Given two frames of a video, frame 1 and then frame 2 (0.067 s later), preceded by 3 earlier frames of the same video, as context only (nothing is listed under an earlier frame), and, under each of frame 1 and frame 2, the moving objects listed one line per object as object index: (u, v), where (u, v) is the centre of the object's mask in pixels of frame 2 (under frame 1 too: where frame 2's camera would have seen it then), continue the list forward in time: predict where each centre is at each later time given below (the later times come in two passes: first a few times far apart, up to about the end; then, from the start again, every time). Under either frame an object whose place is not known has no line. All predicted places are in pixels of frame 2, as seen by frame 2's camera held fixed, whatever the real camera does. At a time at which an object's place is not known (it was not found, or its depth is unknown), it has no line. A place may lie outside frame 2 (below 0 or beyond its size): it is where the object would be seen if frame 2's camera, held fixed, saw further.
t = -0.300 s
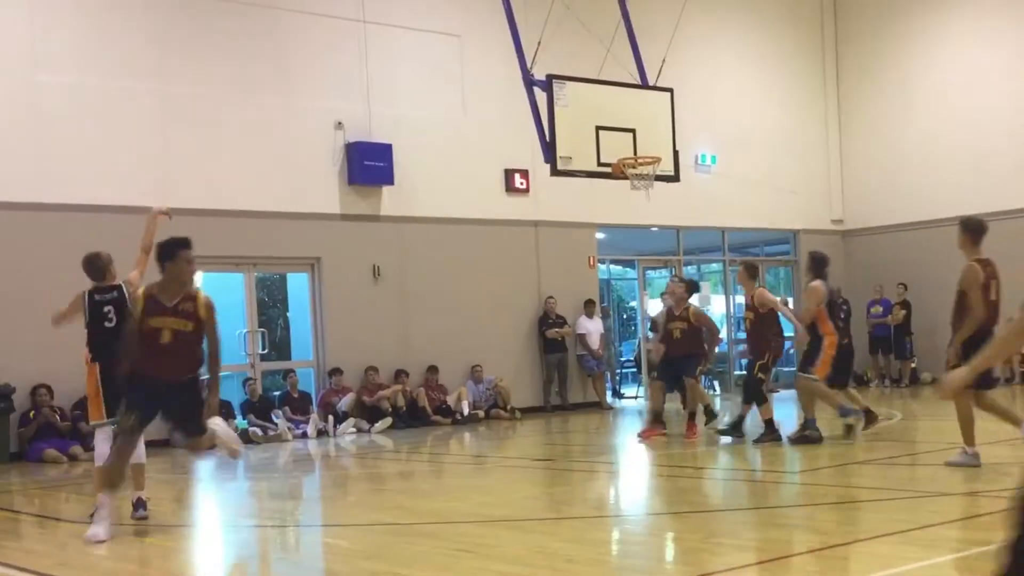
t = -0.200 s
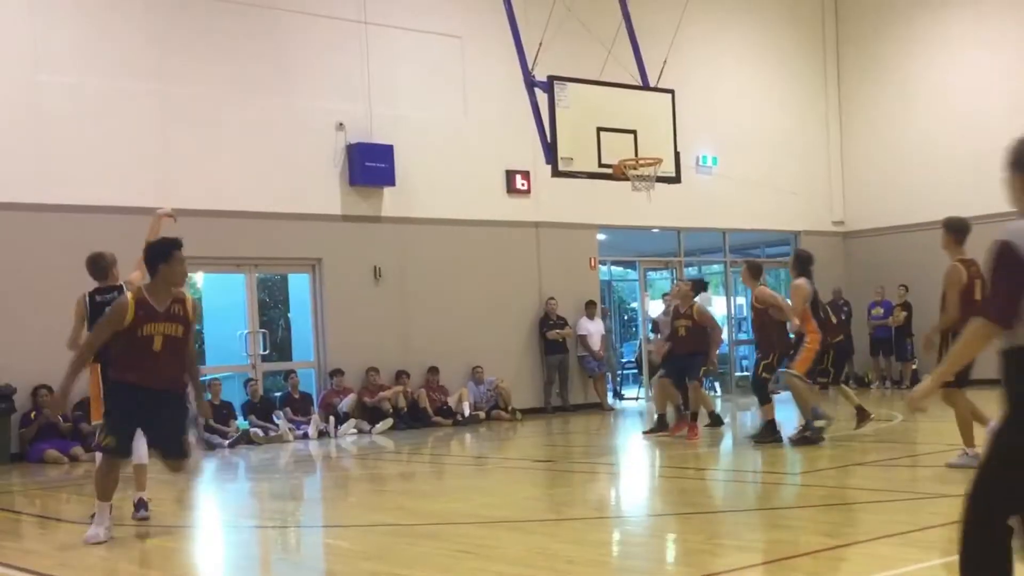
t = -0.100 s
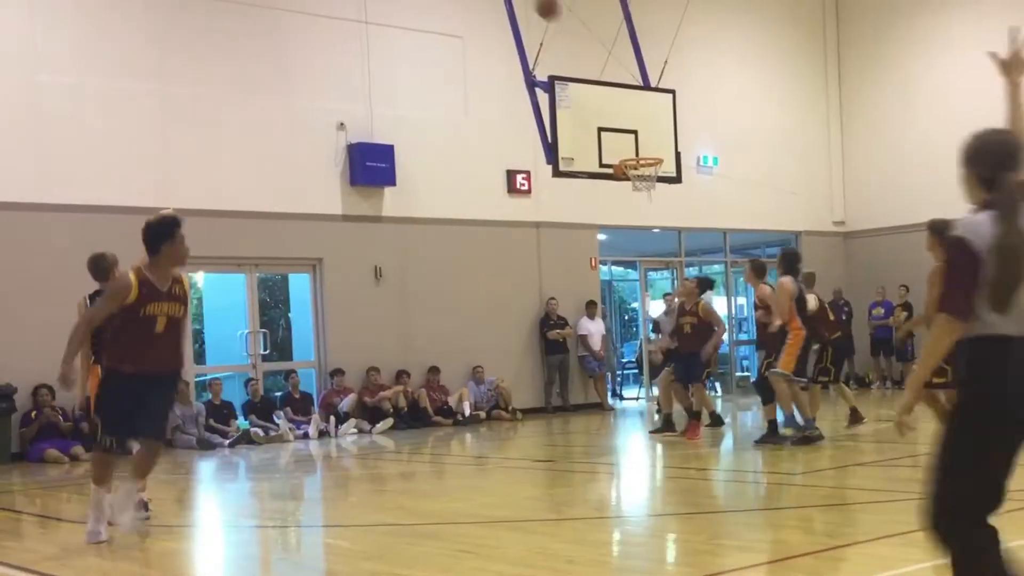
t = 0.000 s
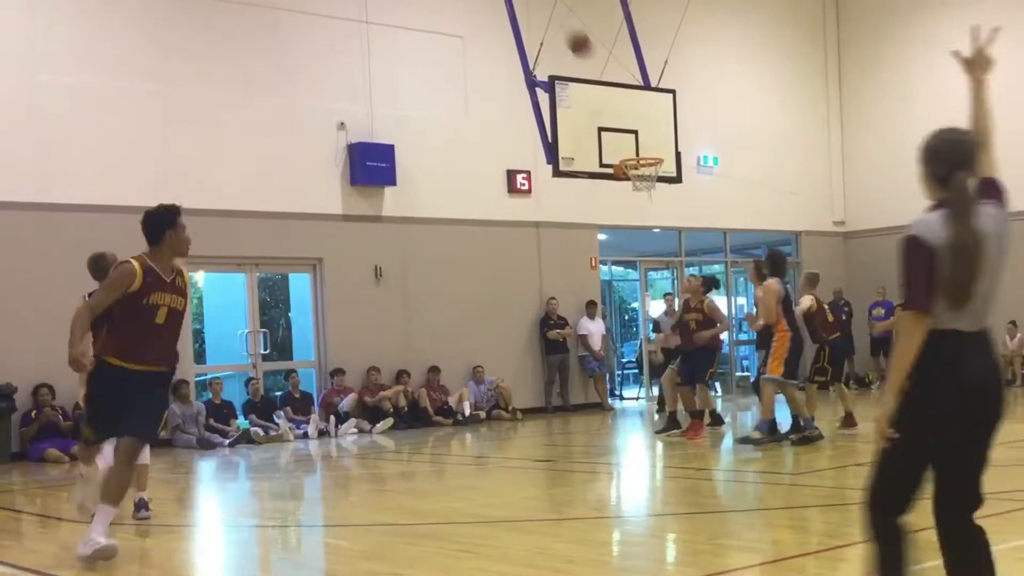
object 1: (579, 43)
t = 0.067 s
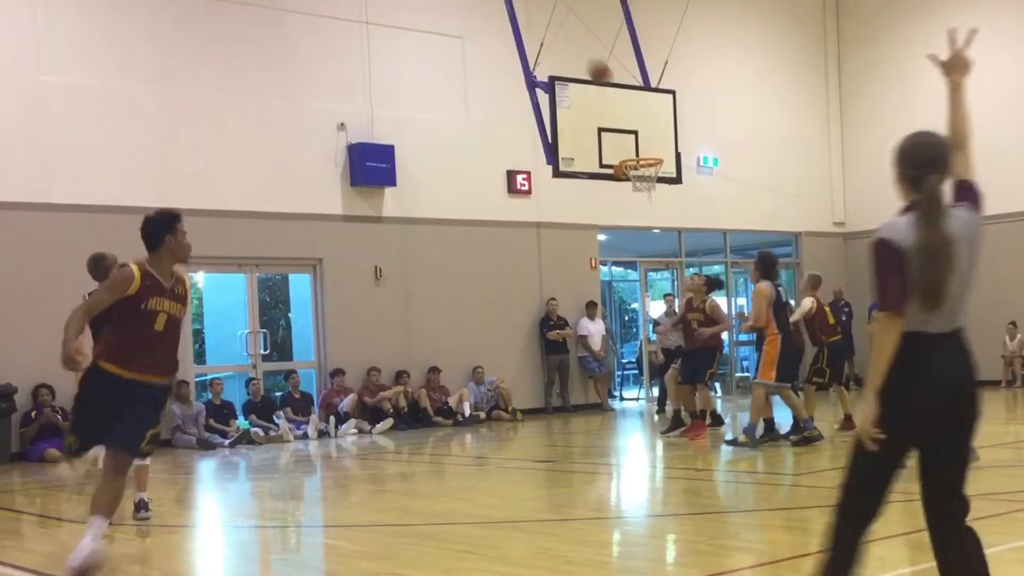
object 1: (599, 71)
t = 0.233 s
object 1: (646, 152)
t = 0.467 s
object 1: (603, 133)
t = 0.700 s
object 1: (560, 151)
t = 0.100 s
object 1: (609, 86)
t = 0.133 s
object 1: (619, 102)
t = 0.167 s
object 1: (628, 118)
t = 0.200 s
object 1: (638, 137)
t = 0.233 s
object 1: (646, 152)
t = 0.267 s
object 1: (642, 151)
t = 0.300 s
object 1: (634, 149)
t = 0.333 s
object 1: (627, 145)
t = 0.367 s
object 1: (621, 140)
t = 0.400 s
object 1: (615, 138)
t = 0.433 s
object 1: (609, 135)
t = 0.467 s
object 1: (603, 133)
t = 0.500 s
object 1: (597, 133)
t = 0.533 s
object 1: (591, 133)
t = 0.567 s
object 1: (584, 134)
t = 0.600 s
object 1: (578, 137)
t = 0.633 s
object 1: (572, 140)
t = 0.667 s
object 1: (566, 145)
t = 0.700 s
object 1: (560, 151)
